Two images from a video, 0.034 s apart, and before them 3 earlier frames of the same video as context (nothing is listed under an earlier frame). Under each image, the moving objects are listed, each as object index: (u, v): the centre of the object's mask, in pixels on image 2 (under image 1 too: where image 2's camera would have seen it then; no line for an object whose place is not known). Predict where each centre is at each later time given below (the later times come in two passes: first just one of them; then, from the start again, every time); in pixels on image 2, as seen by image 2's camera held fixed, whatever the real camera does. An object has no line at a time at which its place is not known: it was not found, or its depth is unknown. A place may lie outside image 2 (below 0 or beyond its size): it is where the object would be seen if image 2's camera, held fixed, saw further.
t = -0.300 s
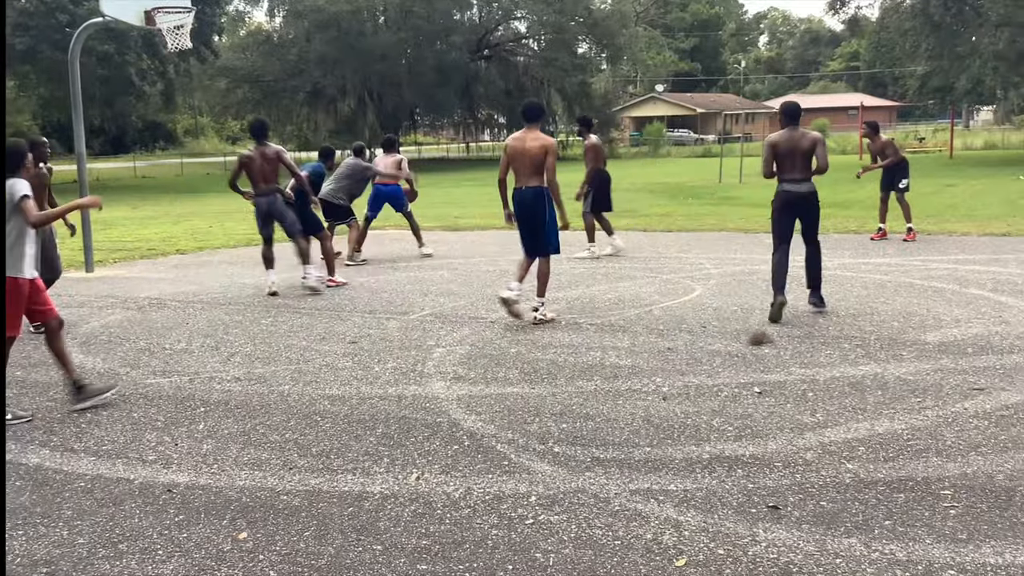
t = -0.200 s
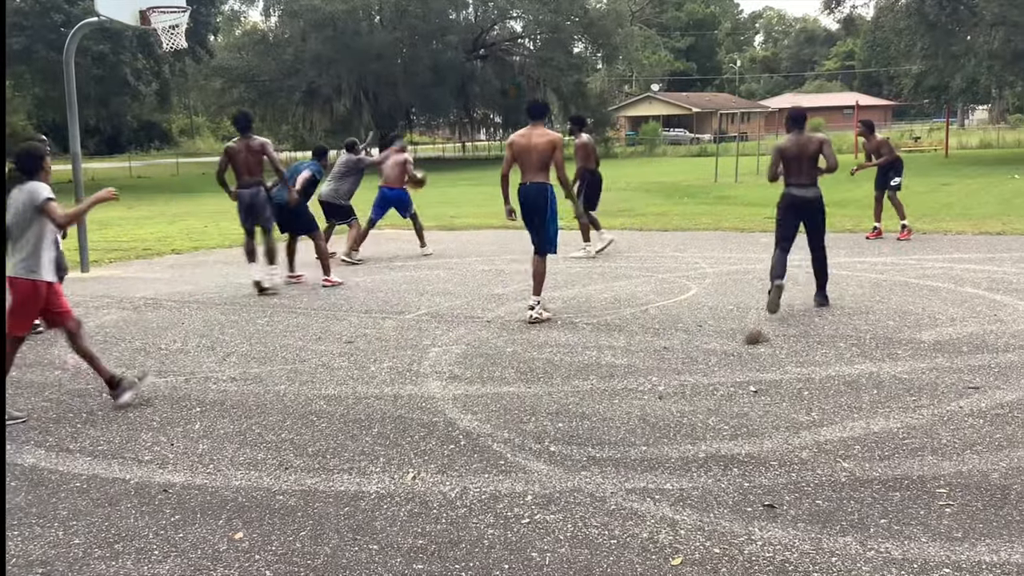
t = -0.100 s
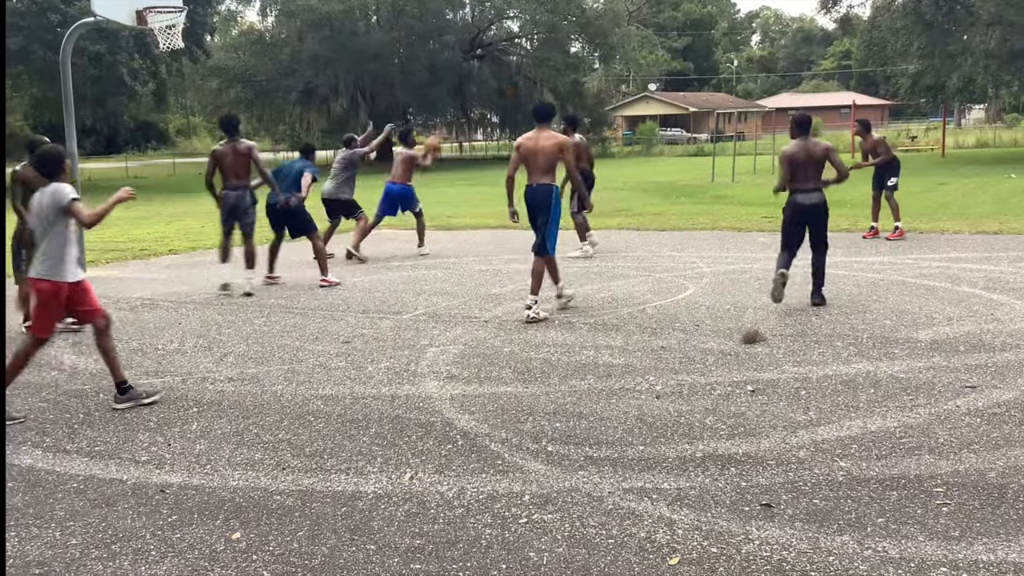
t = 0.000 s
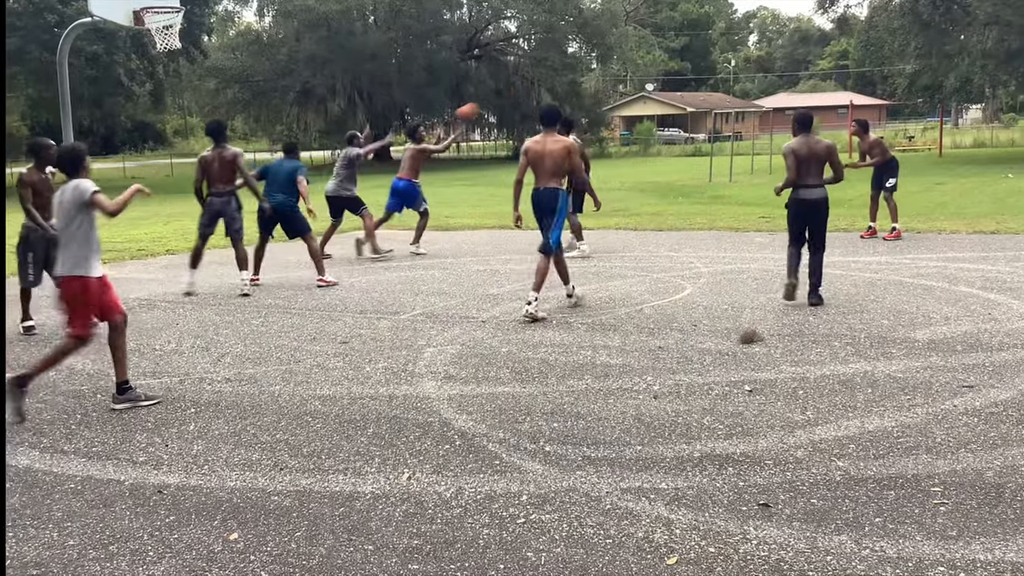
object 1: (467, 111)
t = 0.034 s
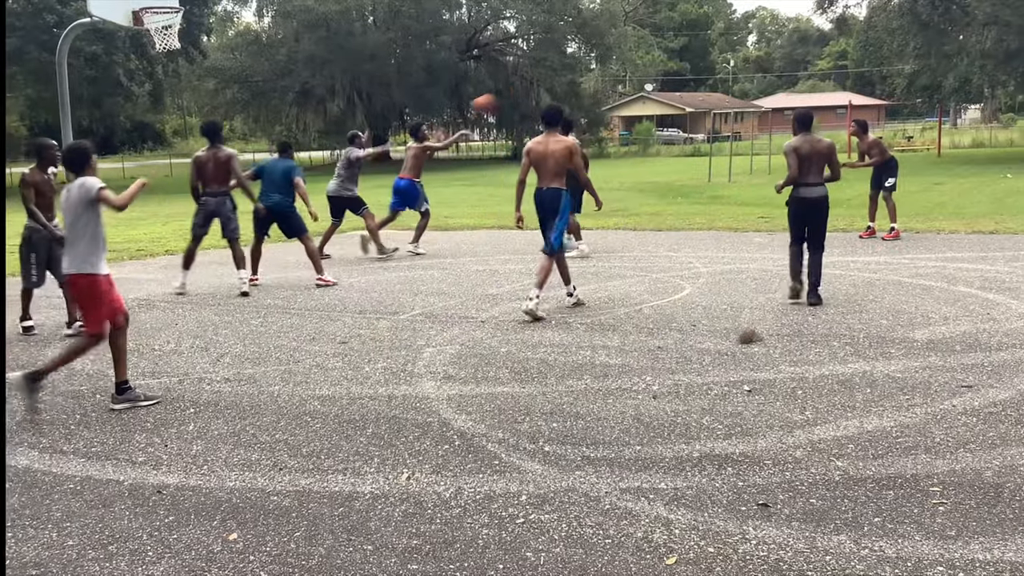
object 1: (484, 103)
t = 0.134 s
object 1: (531, 80)
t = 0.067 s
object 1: (499, 94)
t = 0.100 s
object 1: (516, 86)
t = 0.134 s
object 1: (531, 80)
